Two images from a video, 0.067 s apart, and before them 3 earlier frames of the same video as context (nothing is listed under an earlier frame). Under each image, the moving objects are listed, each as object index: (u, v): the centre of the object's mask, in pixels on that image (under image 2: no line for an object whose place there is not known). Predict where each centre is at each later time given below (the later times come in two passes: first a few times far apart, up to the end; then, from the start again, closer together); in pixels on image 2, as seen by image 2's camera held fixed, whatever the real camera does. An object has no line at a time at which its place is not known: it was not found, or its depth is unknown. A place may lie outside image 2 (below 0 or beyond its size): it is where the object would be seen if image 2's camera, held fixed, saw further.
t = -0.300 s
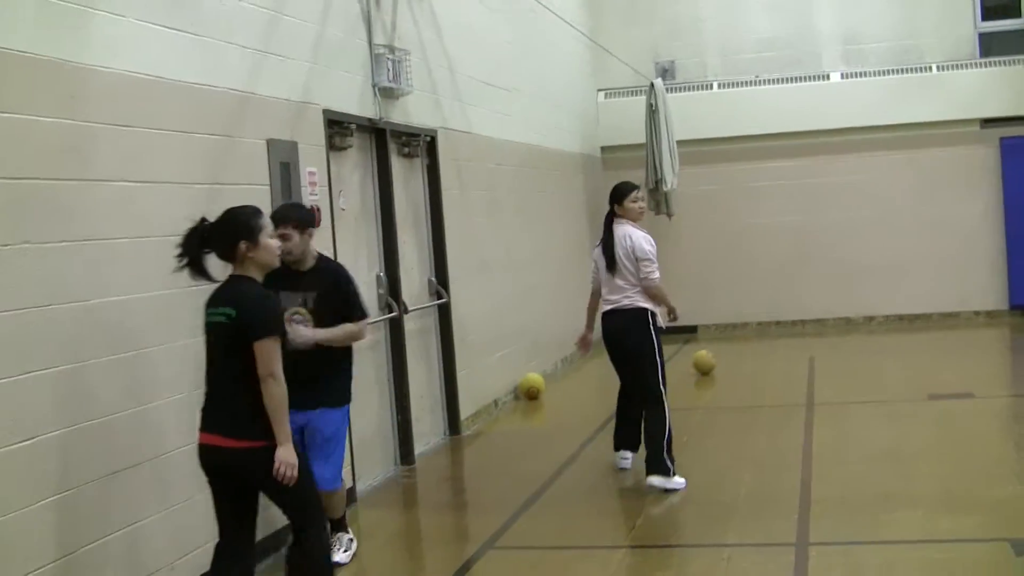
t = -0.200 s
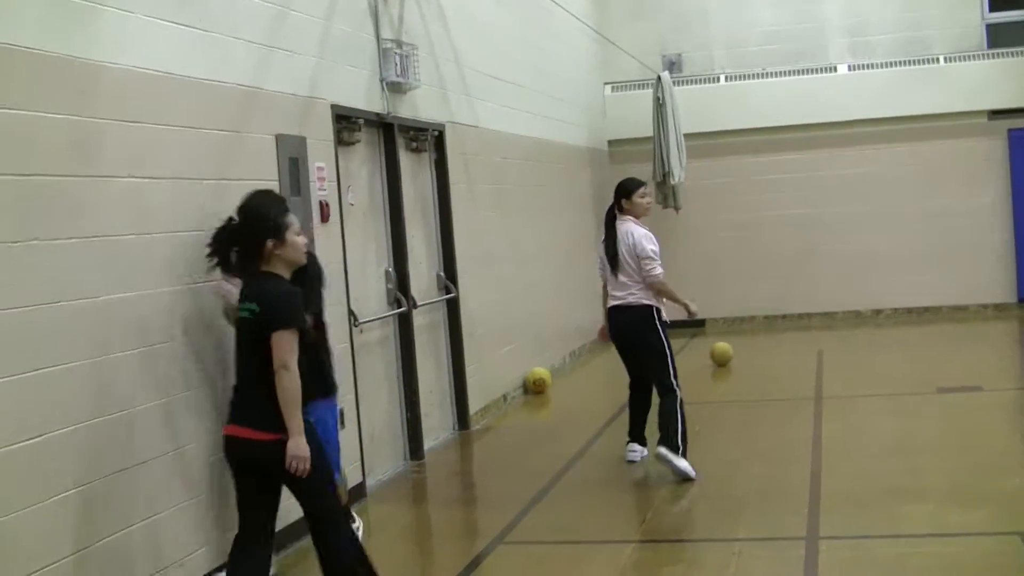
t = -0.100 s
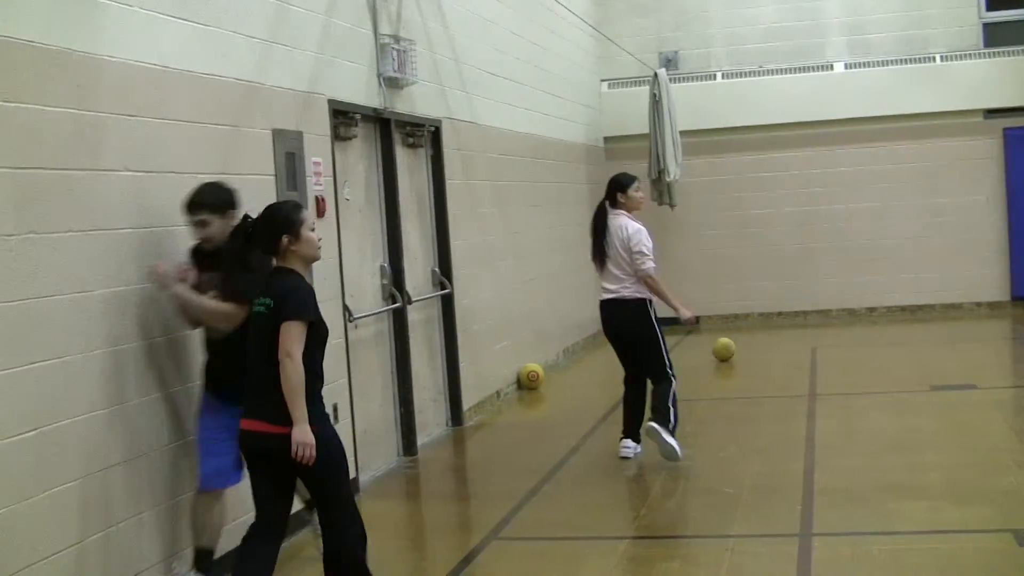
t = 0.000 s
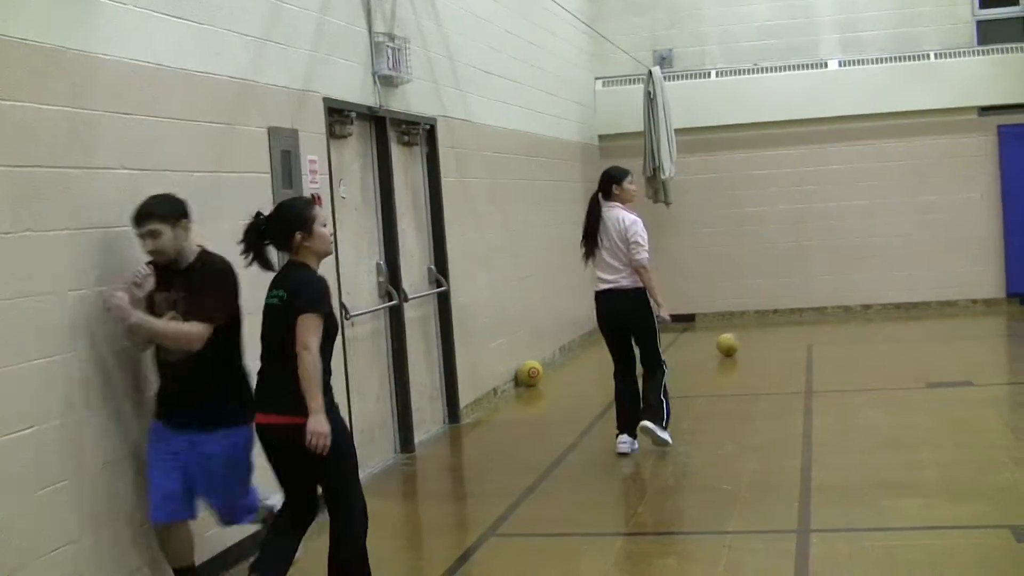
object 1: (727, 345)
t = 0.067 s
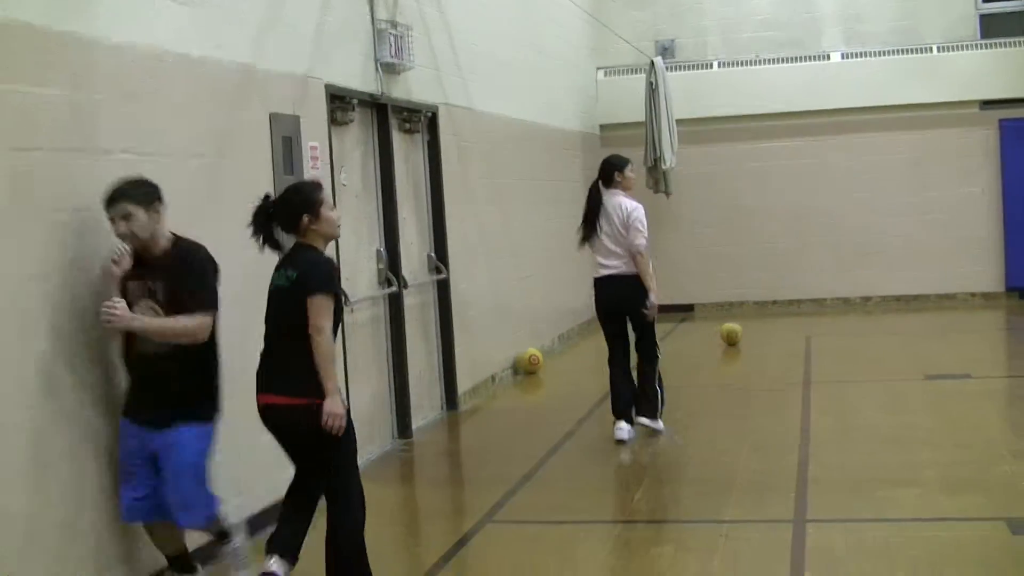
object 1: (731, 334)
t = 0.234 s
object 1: (746, 331)
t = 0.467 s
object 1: (764, 328)
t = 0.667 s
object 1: (778, 326)
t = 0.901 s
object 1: (792, 322)
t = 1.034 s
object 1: (800, 316)
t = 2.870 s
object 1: (890, 300)
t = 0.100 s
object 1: (733, 333)
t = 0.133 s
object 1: (737, 333)
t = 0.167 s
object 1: (741, 333)
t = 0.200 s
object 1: (743, 332)
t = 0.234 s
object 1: (746, 331)
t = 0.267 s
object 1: (749, 331)
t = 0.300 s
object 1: (752, 331)
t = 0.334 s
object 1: (755, 330)
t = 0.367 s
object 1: (758, 330)
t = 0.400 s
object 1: (761, 329)
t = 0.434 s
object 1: (763, 329)
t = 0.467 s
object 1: (764, 328)
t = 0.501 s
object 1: (766, 327)
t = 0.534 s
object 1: (768, 326)
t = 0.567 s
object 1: (772, 326)
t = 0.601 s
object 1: (774, 326)
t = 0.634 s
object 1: (776, 326)
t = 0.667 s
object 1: (778, 326)
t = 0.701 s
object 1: (780, 326)
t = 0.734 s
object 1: (782, 326)
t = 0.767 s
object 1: (784, 325)
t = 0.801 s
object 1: (787, 324)
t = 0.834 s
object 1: (789, 323)
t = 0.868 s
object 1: (792, 322)
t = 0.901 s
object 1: (792, 322)
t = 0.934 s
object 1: (794, 319)
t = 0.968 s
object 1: (796, 318)
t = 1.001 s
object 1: (797, 317)
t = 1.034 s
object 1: (800, 316)
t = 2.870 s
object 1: (890, 300)
